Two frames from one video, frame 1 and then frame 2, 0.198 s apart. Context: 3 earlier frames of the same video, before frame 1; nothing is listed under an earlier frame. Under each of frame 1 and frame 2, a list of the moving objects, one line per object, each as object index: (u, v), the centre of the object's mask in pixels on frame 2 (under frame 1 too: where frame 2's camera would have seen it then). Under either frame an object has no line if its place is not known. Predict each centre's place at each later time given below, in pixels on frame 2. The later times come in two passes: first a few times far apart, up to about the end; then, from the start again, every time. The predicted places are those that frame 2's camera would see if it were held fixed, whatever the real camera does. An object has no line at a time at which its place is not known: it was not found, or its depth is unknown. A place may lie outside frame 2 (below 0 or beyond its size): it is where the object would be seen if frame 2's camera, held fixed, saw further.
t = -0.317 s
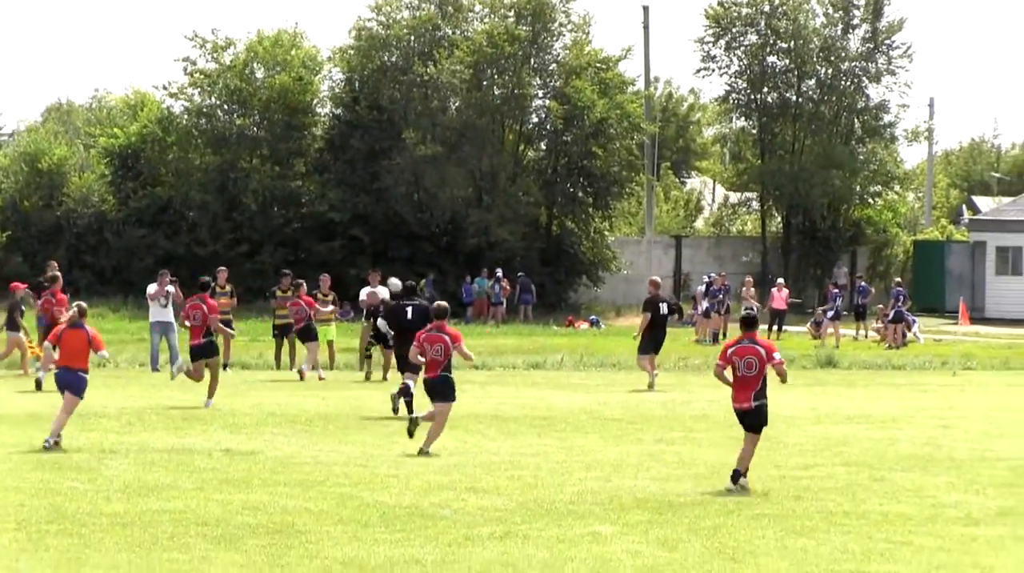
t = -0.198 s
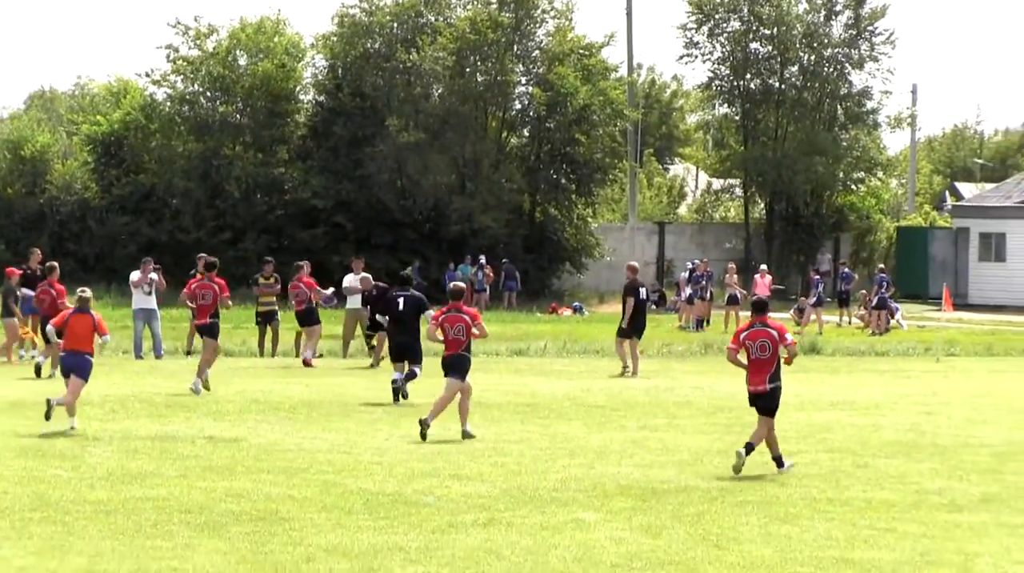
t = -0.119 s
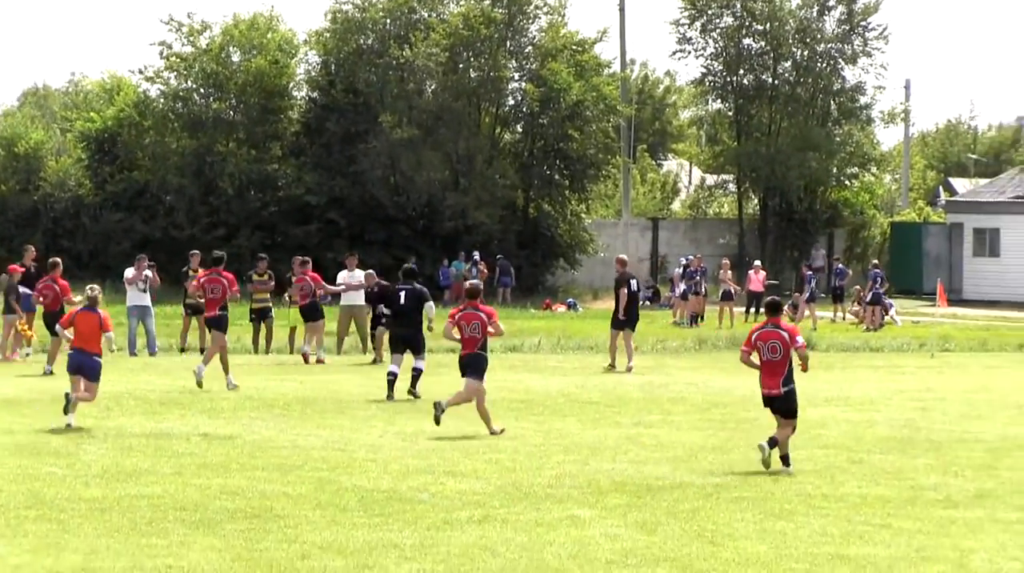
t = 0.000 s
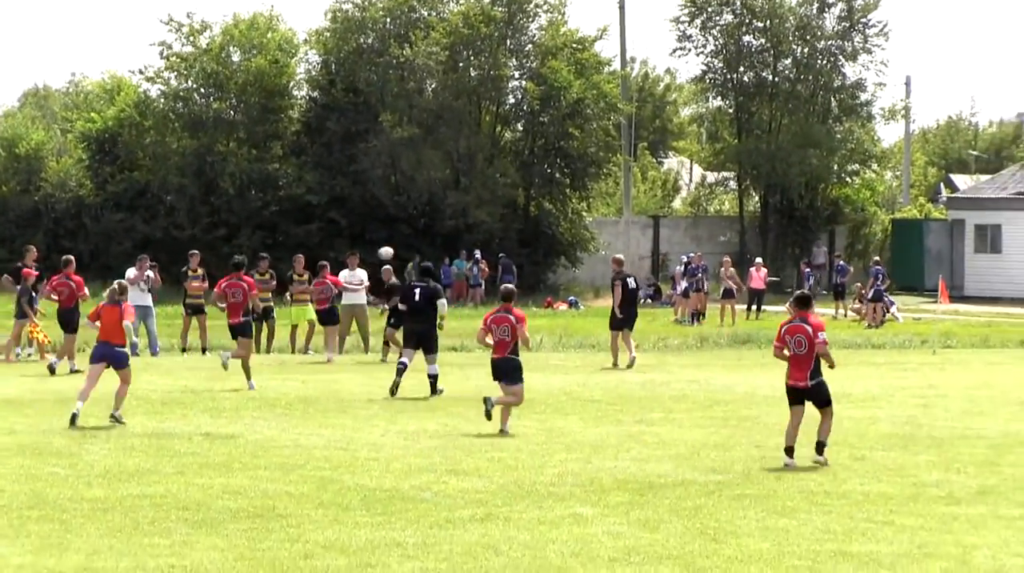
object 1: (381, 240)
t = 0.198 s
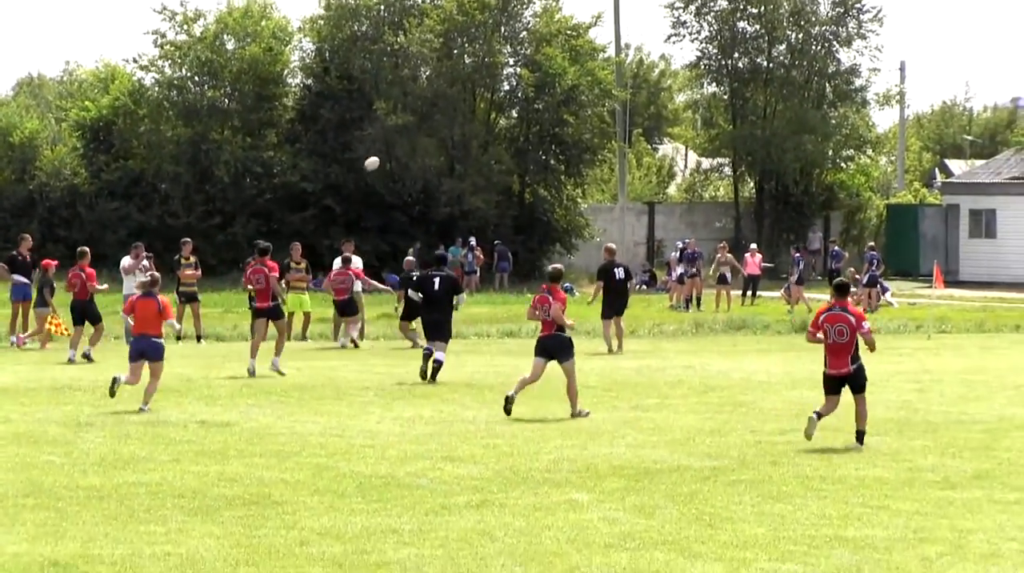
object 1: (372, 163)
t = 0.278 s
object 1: (368, 141)
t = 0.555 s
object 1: (357, 90)
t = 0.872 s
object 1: (345, 91)
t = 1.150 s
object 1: (333, 140)
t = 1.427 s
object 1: (322, 230)
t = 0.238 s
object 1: (370, 152)
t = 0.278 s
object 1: (368, 141)
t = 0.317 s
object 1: (366, 131)
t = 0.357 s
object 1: (364, 121)
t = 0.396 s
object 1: (363, 113)
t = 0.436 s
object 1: (362, 106)
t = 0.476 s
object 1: (360, 100)
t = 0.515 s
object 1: (358, 95)
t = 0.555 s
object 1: (357, 90)
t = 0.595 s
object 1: (355, 87)
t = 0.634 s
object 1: (353, 85)
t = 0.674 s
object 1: (352, 84)
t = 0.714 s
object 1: (350, 83)
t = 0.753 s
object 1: (349, 84)
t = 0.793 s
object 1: (347, 86)
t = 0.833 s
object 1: (346, 88)
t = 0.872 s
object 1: (345, 91)
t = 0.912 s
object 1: (343, 95)
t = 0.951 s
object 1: (341, 101)
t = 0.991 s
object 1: (340, 107)
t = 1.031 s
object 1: (338, 114)
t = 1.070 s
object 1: (337, 121)
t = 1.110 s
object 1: (335, 130)
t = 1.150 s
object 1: (333, 140)
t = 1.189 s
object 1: (332, 151)
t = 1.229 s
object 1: (330, 162)
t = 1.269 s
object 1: (329, 173)
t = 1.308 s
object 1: (327, 187)
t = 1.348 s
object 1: (326, 201)
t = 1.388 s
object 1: (324, 215)
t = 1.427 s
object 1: (322, 230)
